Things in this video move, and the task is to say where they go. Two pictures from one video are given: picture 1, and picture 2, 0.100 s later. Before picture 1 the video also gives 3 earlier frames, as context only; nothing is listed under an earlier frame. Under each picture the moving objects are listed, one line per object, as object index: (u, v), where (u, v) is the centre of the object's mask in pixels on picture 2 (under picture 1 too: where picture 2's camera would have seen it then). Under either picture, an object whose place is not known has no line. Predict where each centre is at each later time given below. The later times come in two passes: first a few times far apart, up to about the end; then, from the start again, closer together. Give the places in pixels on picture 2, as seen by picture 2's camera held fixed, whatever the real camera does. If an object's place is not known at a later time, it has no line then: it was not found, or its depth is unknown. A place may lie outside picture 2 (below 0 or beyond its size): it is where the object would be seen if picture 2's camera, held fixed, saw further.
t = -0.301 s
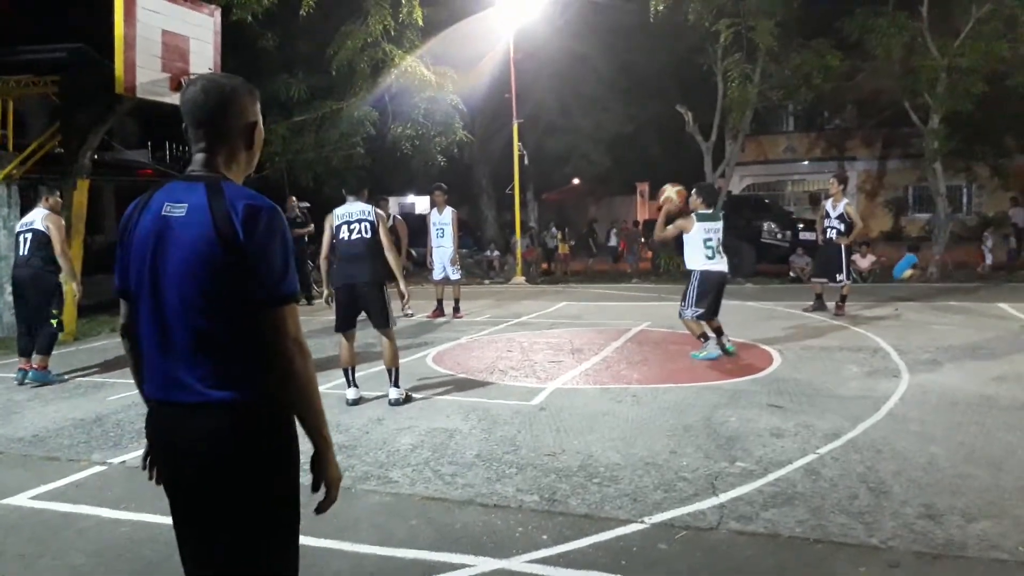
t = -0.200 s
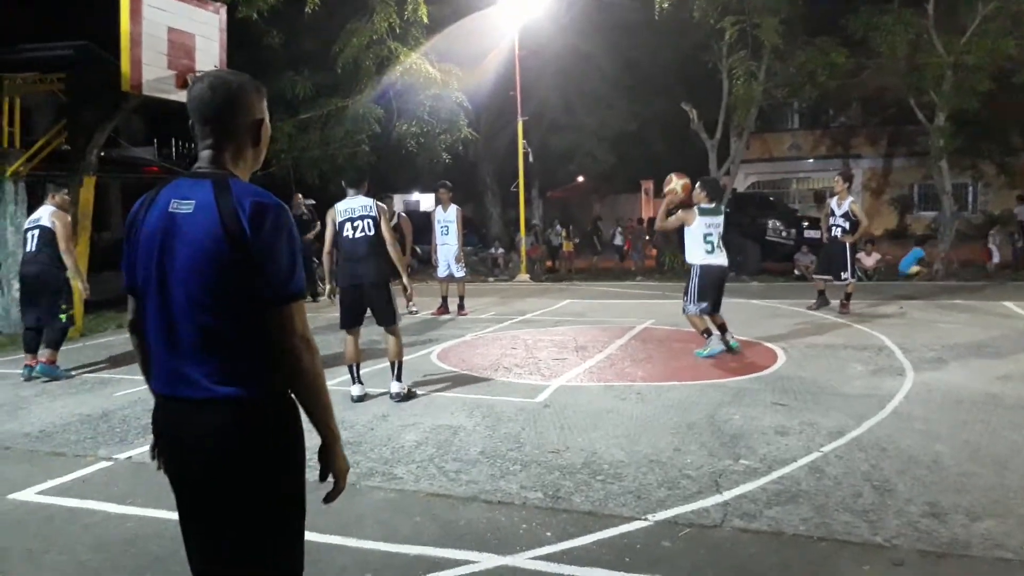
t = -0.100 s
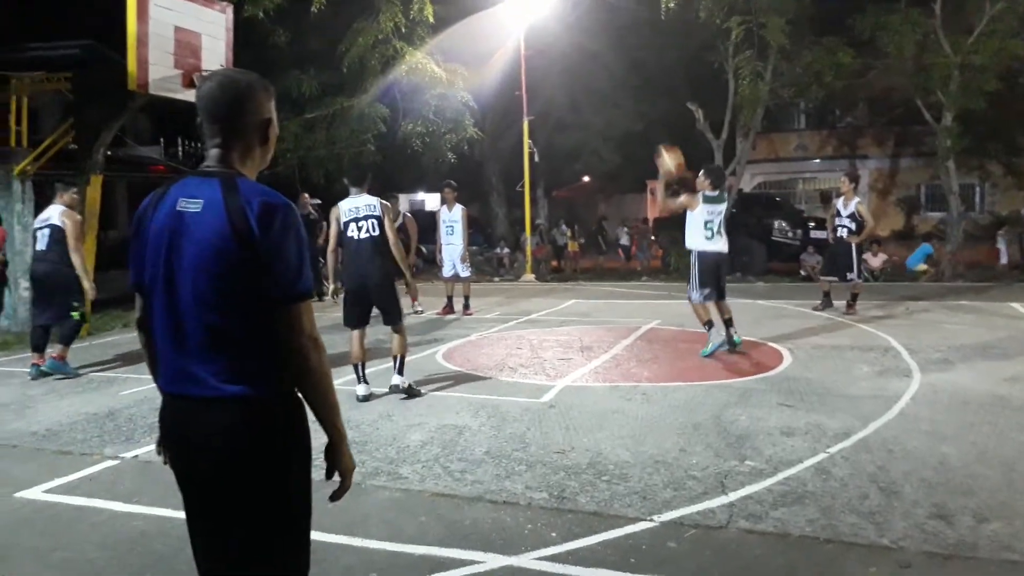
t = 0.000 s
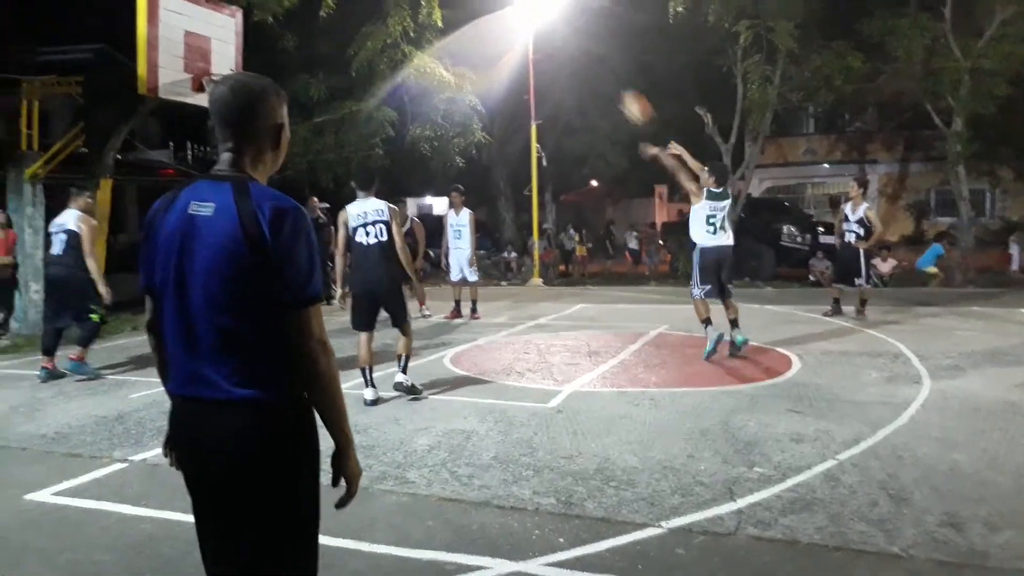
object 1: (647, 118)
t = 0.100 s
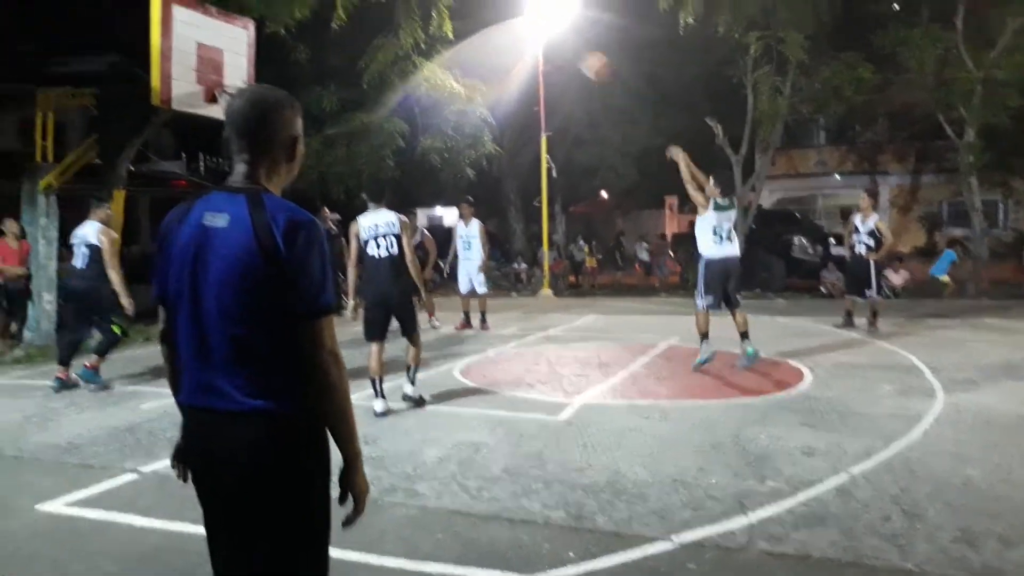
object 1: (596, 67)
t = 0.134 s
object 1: (578, 51)
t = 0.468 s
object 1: (422, -25)
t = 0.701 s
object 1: (333, -8)
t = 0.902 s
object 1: (268, 42)
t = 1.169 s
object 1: (280, 72)
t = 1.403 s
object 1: (369, 85)
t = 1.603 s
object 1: (448, 138)
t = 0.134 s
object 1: (578, 51)
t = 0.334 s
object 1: (481, -10)
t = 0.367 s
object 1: (466, -16)
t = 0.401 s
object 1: (453, -20)
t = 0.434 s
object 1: (439, -23)
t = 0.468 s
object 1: (422, -25)
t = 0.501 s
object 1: (411, -25)
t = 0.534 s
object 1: (399, -24)
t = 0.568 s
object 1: (386, -23)
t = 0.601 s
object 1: (373, -22)
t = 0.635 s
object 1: (359, -19)
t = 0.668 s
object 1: (346, -16)
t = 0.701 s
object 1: (333, -8)
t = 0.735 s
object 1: (321, 0)
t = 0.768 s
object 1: (311, 6)
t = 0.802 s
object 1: (300, 13)
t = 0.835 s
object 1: (287, 22)
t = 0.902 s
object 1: (268, 42)
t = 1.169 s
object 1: (280, 72)
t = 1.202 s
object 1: (293, 71)
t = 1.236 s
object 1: (305, 71)
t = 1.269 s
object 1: (317, 72)
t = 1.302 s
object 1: (330, 74)
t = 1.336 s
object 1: (343, 76)
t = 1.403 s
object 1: (369, 85)
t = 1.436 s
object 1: (383, 91)
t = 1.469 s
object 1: (393, 97)
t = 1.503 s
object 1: (409, 108)
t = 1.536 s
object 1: (420, 115)
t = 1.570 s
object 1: (436, 128)
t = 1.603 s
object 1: (448, 138)
